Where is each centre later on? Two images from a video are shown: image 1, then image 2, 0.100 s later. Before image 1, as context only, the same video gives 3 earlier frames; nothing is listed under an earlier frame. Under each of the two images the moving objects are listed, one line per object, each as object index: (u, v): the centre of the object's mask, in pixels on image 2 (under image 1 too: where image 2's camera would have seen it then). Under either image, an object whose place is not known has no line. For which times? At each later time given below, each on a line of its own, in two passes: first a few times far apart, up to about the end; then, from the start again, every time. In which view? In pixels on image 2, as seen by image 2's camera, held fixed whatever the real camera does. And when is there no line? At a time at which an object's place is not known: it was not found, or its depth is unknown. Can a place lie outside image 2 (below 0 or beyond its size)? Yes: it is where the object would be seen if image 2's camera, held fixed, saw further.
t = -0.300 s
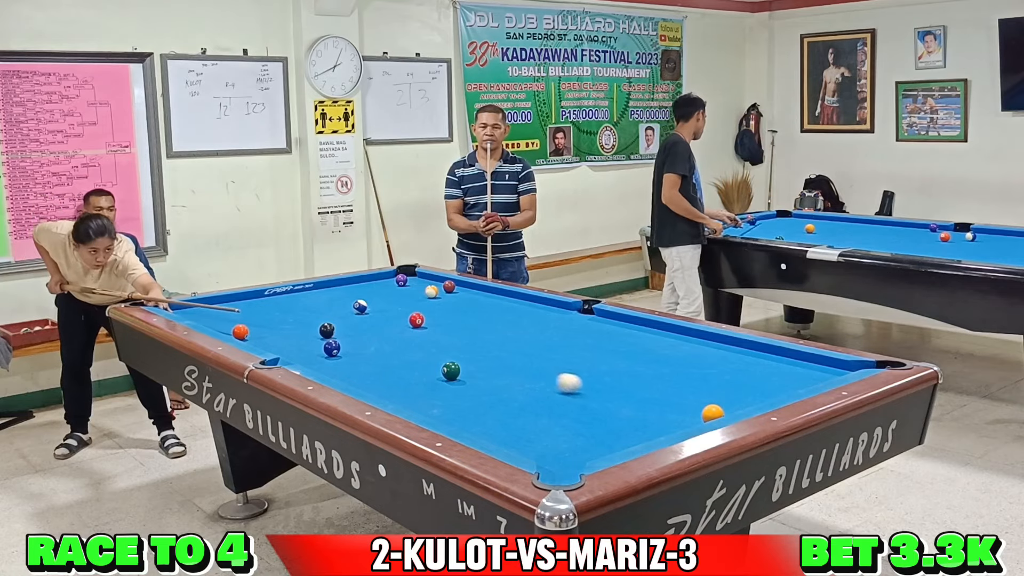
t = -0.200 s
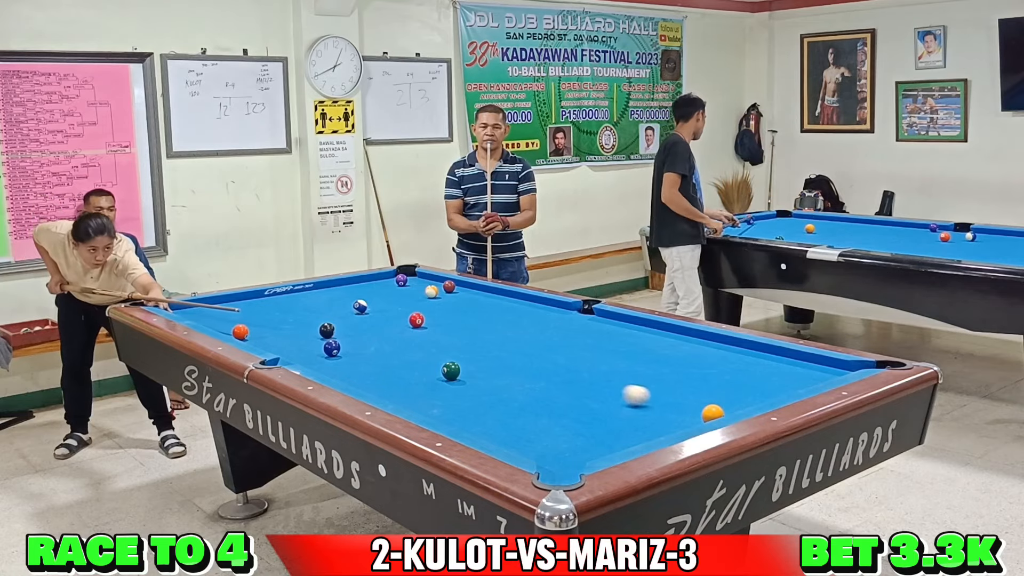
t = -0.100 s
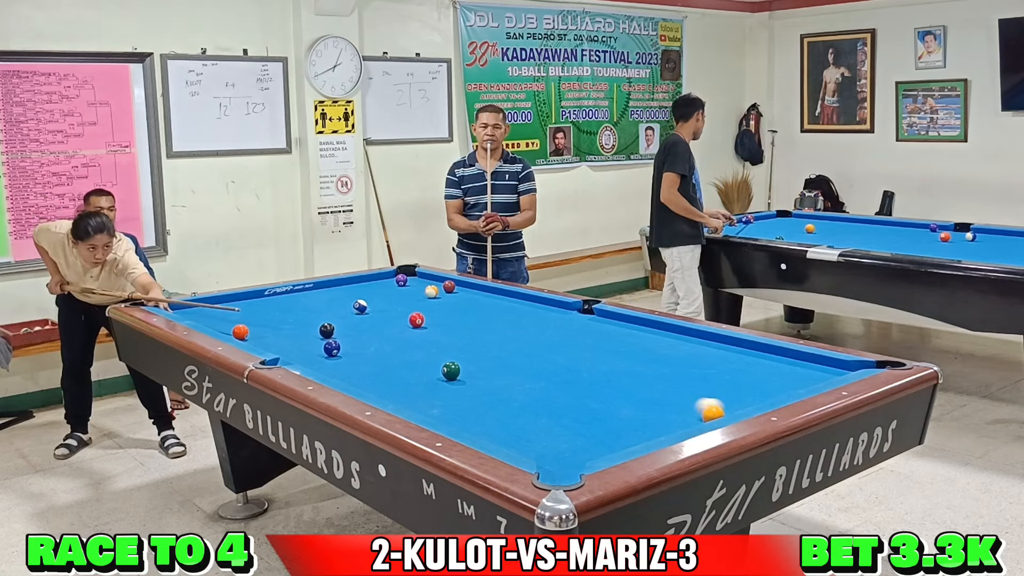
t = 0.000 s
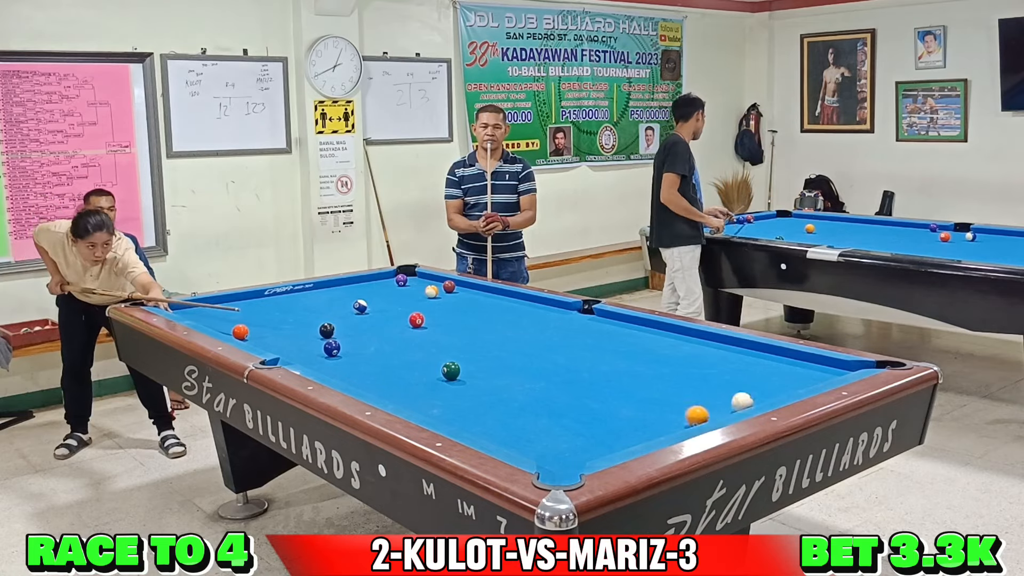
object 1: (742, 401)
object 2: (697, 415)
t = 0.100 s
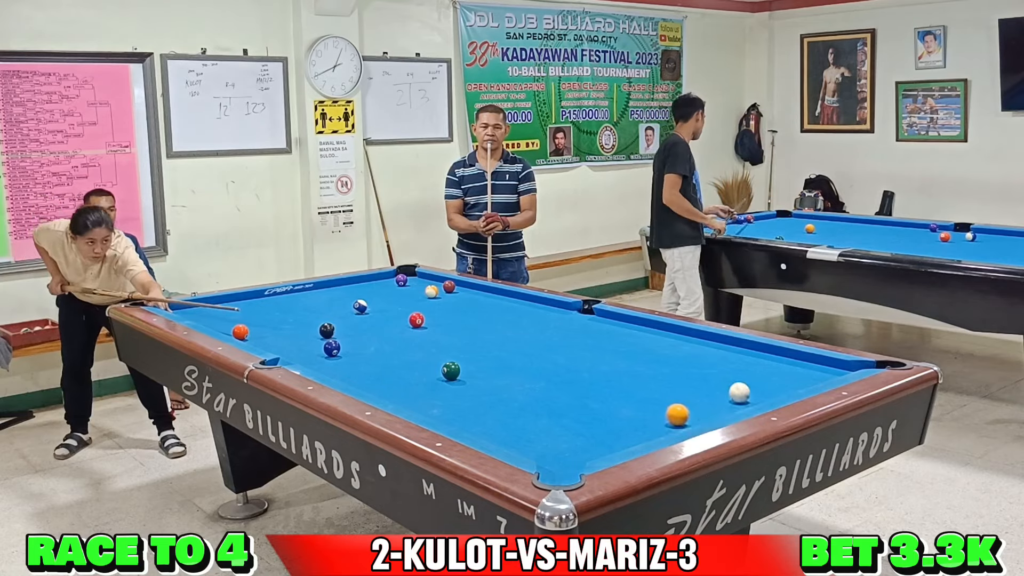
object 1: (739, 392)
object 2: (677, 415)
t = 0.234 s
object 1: (738, 381)
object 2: (652, 412)
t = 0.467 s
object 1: (736, 364)
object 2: (614, 409)
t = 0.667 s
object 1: (735, 350)
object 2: (582, 405)
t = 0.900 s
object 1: (716, 340)
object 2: (547, 401)
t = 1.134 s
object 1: (672, 339)
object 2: (515, 398)
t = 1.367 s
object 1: (631, 337)
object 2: (487, 395)
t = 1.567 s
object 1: (597, 335)
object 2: (464, 392)
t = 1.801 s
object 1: (561, 334)
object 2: (441, 390)
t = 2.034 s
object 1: (527, 333)
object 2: (419, 387)
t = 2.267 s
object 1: (497, 331)
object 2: (401, 386)
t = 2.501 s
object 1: (466, 330)
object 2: (384, 383)
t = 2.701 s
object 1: (441, 329)
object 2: (371, 382)
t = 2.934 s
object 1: (414, 328)
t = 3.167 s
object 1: (388, 328)
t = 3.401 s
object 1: (364, 327)
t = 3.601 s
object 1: (345, 326)
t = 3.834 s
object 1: (322, 322)
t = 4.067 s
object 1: (305, 325)
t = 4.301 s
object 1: (288, 324)
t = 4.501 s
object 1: (273, 324)
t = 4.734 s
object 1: (258, 324)
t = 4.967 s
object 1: (245, 321)
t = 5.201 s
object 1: (231, 321)
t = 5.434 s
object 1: (220, 321)
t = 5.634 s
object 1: (212, 321)
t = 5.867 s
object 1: (204, 320)
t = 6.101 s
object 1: (197, 318)
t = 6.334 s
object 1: (192, 317)
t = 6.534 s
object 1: (192, 317)
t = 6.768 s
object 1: (192, 316)
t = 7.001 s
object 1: (192, 316)
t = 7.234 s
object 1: (192, 316)
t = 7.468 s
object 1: (192, 316)
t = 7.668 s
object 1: (192, 316)
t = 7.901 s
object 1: (192, 316)
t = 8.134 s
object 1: (192, 316)
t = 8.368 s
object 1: (192, 316)
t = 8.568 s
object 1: (192, 316)
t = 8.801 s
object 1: (192, 316)
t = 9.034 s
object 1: (192, 316)
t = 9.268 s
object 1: (192, 316)
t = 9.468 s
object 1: (192, 316)
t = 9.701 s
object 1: (192, 316)
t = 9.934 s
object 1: (192, 316)
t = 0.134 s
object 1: (739, 389)
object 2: (671, 414)
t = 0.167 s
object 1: (739, 386)
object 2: (665, 414)
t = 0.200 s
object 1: (738, 383)
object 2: (659, 413)
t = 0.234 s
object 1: (738, 381)
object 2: (652, 412)
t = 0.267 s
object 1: (738, 378)
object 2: (646, 412)
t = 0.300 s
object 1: (737, 375)
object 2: (640, 411)
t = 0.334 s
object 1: (737, 372)
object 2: (634, 411)
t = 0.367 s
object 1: (737, 371)
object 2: (631, 410)
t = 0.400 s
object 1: (737, 368)
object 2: (626, 410)
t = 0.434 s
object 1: (737, 366)
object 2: (620, 409)
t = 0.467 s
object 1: (736, 364)
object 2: (614, 409)
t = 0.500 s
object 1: (736, 361)
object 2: (609, 408)
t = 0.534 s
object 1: (736, 359)
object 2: (603, 407)
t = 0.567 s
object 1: (735, 357)
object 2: (598, 407)
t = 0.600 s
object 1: (735, 354)
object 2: (592, 406)
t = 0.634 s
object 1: (735, 352)
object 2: (587, 406)
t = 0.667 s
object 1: (735, 350)
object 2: (582, 405)
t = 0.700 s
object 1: (735, 348)
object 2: (577, 405)
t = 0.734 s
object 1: (734, 346)
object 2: (572, 404)
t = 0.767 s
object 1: (734, 344)
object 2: (567, 404)
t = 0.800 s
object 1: (734, 341)
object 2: (562, 403)
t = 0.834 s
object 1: (729, 341)
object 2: (557, 402)
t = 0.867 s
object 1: (722, 341)
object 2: (552, 402)
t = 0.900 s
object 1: (716, 340)
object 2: (547, 401)
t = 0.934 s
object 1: (709, 340)
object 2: (543, 401)
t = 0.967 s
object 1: (703, 340)
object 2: (538, 400)
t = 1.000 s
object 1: (697, 340)
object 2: (533, 400)
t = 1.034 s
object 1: (690, 339)
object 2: (529, 399)
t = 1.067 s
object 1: (684, 339)
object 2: (524, 399)
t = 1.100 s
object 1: (678, 339)
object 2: (520, 398)
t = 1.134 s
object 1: (672, 339)
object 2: (515, 398)
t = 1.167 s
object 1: (666, 338)
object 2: (511, 397)
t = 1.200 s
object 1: (660, 338)
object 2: (507, 397)
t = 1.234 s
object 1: (654, 338)
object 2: (503, 397)
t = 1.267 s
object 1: (648, 338)
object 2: (499, 396)
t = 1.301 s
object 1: (642, 337)
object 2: (495, 396)
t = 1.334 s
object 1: (636, 337)
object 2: (491, 395)
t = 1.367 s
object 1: (631, 337)
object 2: (487, 395)
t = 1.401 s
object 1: (625, 336)
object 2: (483, 394)
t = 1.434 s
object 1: (619, 336)
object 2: (479, 394)
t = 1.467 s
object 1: (614, 336)
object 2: (475, 394)
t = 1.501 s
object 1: (608, 336)
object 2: (472, 393)
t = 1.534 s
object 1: (603, 335)
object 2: (468, 393)
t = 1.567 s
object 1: (597, 335)
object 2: (464, 392)
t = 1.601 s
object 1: (592, 335)
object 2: (461, 392)
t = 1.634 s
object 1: (587, 335)
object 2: (457, 392)
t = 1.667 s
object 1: (582, 335)
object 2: (454, 391)
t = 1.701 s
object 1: (576, 335)
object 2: (450, 391)
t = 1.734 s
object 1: (571, 334)
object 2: (447, 390)
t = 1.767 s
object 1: (566, 334)
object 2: (444, 390)
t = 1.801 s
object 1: (561, 334)
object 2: (441, 390)
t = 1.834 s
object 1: (556, 334)
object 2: (437, 389)
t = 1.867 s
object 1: (551, 334)
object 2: (434, 389)
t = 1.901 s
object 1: (546, 333)
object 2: (431, 389)
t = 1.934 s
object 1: (541, 333)
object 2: (428, 388)
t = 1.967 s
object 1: (536, 333)
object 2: (425, 388)
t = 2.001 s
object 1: (532, 333)
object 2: (422, 388)
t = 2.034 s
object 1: (527, 333)
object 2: (419, 387)
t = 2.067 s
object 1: (522, 332)
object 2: (416, 387)
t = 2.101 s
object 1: (517, 332)
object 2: (413, 387)
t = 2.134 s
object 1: (513, 332)
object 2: (411, 386)
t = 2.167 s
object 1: (508, 332)
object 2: (408, 386)
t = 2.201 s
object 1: (504, 332)
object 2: (405, 386)
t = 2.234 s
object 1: (499, 332)
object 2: (403, 386)
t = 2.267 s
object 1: (497, 331)
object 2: (401, 386)
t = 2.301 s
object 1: (492, 331)
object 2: (399, 385)
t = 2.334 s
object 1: (488, 331)
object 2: (396, 385)
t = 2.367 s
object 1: (483, 331)
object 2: (394, 385)
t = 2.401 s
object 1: (479, 331)
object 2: (391, 384)
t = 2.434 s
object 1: (474, 331)
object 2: (389, 384)
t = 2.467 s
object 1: (470, 330)
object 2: (387, 384)
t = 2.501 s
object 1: (466, 330)
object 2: (384, 383)
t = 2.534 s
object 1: (462, 330)
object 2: (382, 383)
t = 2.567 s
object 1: (457, 330)
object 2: (380, 383)
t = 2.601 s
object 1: (453, 330)
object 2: (377, 383)
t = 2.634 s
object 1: (449, 330)
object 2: (375, 382)
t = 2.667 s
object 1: (445, 330)
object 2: (373, 382)
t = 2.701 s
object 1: (441, 329)
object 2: (371, 382)
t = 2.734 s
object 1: (437, 329)
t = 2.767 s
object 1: (433, 329)
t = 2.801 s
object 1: (429, 329)
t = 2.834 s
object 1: (426, 329)
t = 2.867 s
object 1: (421, 328)
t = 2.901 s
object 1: (418, 328)
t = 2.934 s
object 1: (414, 328)
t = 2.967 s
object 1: (410, 328)
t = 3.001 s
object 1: (406, 328)
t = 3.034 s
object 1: (402, 328)
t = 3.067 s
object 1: (399, 328)
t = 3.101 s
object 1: (395, 328)
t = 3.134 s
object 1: (392, 328)
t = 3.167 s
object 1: (388, 328)
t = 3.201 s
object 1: (384, 328)
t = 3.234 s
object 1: (381, 327)
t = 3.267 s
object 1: (377, 327)
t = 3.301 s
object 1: (374, 327)
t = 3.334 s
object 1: (371, 327)
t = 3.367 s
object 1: (367, 327)
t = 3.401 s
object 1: (364, 327)
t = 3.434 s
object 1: (361, 326)
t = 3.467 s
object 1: (358, 326)
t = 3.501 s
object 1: (354, 326)
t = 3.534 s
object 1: (351, 326)
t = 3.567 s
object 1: (348, 326)
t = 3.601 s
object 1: (345, 326)
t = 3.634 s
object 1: (342, 326)
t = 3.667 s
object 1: (339, 326)
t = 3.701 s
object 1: (337, 325)
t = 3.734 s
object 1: (335, 324)
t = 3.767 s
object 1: (332, 323)
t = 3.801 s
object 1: (328, 322)
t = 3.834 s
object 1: (322, 322)
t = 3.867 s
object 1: (319, 324)
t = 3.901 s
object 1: (316, 325)
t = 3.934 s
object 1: (315, 325)
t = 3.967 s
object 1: (312, 325)
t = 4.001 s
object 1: (310, 325)
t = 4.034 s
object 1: (307, 325)
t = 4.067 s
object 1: (305, 325)
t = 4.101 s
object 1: (302, 325)
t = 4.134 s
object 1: (299, 325)
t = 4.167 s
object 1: (298, 325)
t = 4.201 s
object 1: (295, 325)
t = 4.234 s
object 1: (293, 325)
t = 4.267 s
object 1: (290, 324)
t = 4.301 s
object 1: (288, 324)
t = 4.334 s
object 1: (285, 324)
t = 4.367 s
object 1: (283, 324)
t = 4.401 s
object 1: (280, 324)
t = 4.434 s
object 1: (278, 324)
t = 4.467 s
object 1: (276, 324)
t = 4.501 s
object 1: (273, 324)
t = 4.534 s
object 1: (271, 324)
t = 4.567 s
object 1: (269, 324)
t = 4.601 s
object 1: (266, 324)
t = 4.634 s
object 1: (264, 324)
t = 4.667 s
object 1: (262, 323)
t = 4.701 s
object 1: (260, 323)
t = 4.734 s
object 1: (258, 324)
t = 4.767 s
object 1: (256, 323)
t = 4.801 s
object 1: (254, 323)
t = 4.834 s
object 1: (252, 322)
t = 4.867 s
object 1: (251, 322)
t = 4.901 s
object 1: (249, 322)
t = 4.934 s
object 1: (247, 321)
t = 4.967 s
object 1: (245, 321)
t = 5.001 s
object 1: (242, 321)
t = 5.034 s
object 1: (240, 320)
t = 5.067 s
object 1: (238, 320)
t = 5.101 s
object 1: (236, 321)
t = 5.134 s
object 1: (234, 321)
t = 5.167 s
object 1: (232, 321)
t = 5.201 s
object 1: (231, 321)
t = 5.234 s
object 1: (229, 322)
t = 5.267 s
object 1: (228, 321)
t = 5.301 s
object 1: (226, 322)
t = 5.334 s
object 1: (225, 322)
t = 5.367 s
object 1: (223, 322)
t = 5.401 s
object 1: (222, 321)
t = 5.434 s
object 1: (220, 321)
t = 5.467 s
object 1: (219, 321)
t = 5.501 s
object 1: (217, 321)
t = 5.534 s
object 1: (216, 321)
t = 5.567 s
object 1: (215, 321)
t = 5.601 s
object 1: (214, 321)
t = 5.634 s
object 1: (212, 321)
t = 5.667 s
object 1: (211, 321)
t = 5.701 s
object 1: (210, 320)
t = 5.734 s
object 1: (208, 320)
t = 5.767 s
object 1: (207, 320)
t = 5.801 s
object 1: (206, 320)
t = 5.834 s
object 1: (205, 320)
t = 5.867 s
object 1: (204, 320)
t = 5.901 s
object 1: (203, 319)
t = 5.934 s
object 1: (202, 319)
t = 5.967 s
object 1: (201, 319)
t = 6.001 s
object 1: (200, 319)
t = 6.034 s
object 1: (198, 319)
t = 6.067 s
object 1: (197, 318)
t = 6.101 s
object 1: (197, 318)
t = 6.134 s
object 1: (196, 318)
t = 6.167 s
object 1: (195, 318)
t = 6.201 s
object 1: (195, 318)
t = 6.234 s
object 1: (194, 318)
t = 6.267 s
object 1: (193, 318)
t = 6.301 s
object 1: (192, 317)
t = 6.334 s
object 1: (192, 317)
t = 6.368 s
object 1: (192, 317)
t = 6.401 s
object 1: (192, 317)
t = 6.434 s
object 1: (192, 317)
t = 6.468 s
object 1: (192, 317)
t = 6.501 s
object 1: (192, 317)
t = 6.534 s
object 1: (192, 317)
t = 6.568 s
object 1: (192, 317)
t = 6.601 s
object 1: (192, 317)
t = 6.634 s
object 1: (192, 317)
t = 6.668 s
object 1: (192, 317)
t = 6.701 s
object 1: (192, 316)
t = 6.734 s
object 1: (192, 316)
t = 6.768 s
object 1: (192, 316)
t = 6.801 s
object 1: (192, 316)
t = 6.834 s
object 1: (192, 317)
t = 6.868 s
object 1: (192, 316)
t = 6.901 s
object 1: (192, 316)
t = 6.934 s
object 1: (192, 316)
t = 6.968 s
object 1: (192, 316)
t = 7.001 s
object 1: (192, 316)
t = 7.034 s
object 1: (192, 316)
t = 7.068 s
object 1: (192, 316)
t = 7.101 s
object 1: (192, 316)
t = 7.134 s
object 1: (192, 316)
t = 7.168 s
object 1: (192, 316)
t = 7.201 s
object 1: (192, 316)
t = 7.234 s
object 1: (192, 316)
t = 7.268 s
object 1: (192, 316)
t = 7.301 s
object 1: (192, 316)
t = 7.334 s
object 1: (192, 316)
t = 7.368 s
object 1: (192, 316)
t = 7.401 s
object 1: (192, 316)
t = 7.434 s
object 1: (192, 316)
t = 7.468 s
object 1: (192, 316)
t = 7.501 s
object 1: (192, 316)
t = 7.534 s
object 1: (192, 316)
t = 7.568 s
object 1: (192, 316)
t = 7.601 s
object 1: (192, 316)
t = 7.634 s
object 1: (192, 316)
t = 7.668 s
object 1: (192, 316)
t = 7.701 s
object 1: (192, 316)
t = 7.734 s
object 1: (192, 316)
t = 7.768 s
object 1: (192, 316)
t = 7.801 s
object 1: (192, 316)
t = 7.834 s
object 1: (192, 316)
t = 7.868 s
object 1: (192, 316)
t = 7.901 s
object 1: (192, 316)
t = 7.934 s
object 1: (192, 316)
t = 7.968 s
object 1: (192, 316)
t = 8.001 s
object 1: (192, 316)
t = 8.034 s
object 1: (192, 316)
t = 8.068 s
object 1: (192, 316)
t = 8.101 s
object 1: (192, 316)
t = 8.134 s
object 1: (192, 316)
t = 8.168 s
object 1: (192, 316)
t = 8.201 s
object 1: (192, 316)
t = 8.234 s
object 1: (192, 316)
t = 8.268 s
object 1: (192, 316)
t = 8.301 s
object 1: (192, 316)
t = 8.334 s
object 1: (192, 316)
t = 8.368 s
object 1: (192, 316)
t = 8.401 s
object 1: (192, 316)
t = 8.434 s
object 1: (192, 316)
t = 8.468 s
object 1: (192, 316)
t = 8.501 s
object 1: (192, 316)
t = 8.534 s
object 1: (192, 316)
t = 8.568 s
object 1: (192, 316)
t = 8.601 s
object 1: (192, 316)
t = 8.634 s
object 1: (192, 316)
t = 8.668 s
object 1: (192, 316)
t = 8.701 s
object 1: (192, 316)
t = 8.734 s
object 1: (192, 316)
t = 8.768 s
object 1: (192, 316)
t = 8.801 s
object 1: (192, 316)
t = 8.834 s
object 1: (192, 316)
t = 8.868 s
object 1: (192, 316)
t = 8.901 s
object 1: (192, 316)
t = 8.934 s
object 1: (192, 316)
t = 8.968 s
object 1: (192, 316)
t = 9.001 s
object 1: (192, 316)
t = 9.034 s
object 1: (192, 316)
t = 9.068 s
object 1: (192, 316)
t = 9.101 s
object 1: (192, 316)
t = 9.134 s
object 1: (192, 316)
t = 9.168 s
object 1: (192, 316)
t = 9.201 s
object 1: (192, 316)
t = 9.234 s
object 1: (192, 316)
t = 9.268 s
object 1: (192, 316)
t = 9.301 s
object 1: (192, 316)
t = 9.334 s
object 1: (192, 316)
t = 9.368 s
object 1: (192, 316)
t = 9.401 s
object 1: (192, 316)
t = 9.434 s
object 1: (192, 316)
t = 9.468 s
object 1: (192, 316)
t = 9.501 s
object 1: (192, 316)
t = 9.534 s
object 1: (192, 316)
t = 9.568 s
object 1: (192, 316)
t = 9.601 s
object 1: (192, 316)
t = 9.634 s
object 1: (192, 316)
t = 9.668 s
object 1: (192, 316)
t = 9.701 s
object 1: (192, 316)
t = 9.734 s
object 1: (192, 316)
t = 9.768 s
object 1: (192, 316)
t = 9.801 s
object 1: (192, 316)
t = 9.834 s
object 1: (192, 316)
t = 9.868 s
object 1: (192, 316)
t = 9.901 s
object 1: (192, 316)
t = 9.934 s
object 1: (192, 316)
